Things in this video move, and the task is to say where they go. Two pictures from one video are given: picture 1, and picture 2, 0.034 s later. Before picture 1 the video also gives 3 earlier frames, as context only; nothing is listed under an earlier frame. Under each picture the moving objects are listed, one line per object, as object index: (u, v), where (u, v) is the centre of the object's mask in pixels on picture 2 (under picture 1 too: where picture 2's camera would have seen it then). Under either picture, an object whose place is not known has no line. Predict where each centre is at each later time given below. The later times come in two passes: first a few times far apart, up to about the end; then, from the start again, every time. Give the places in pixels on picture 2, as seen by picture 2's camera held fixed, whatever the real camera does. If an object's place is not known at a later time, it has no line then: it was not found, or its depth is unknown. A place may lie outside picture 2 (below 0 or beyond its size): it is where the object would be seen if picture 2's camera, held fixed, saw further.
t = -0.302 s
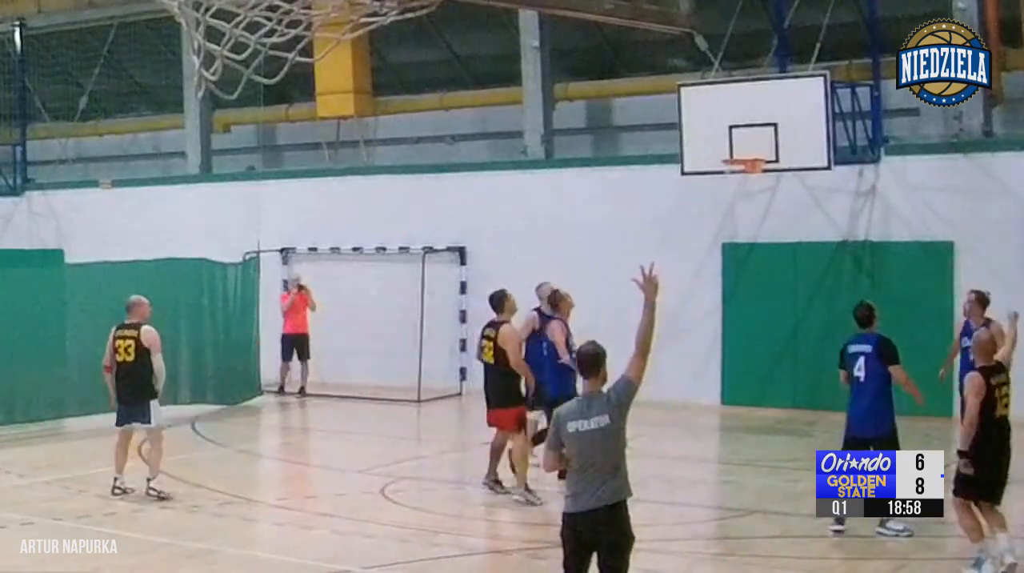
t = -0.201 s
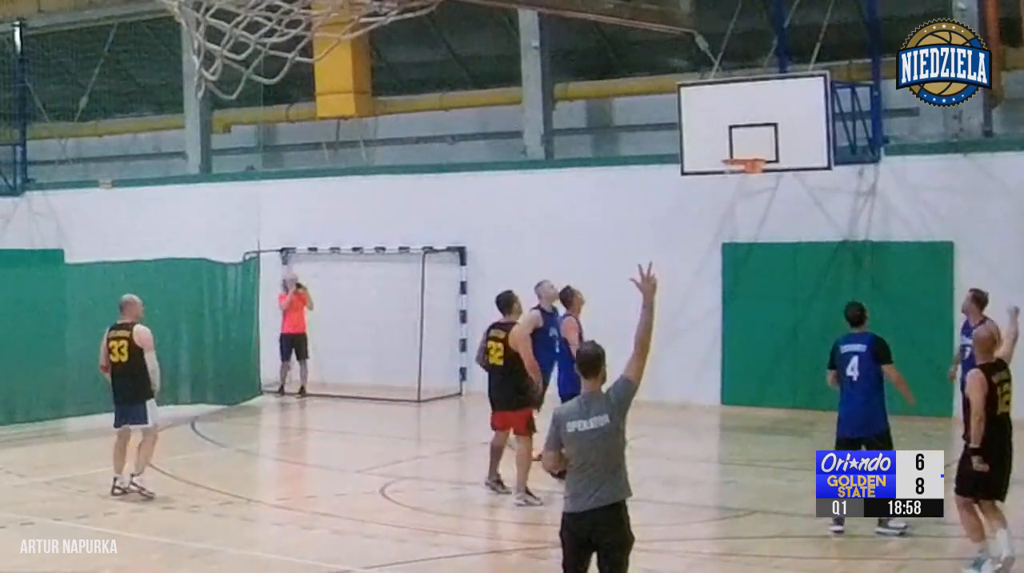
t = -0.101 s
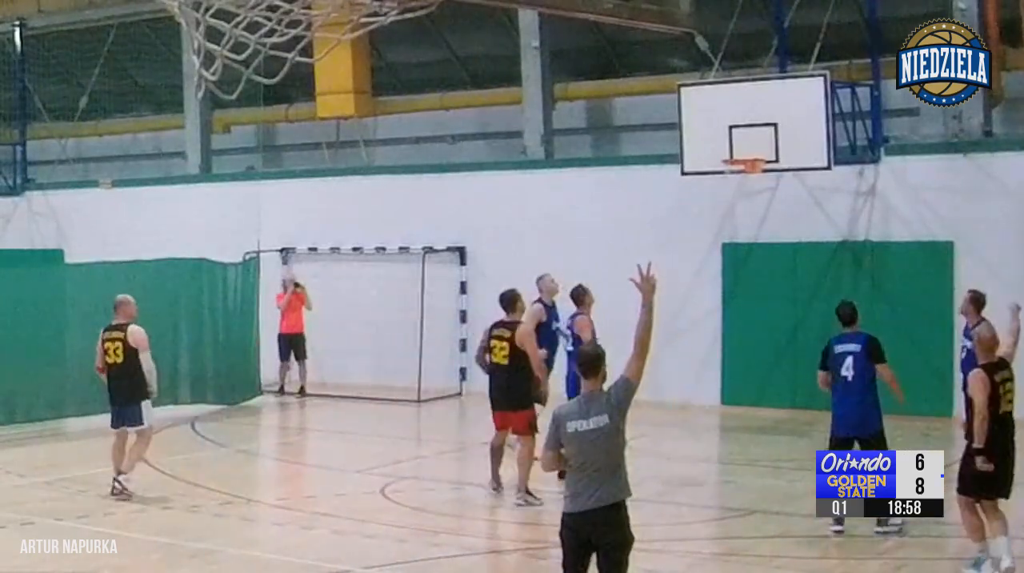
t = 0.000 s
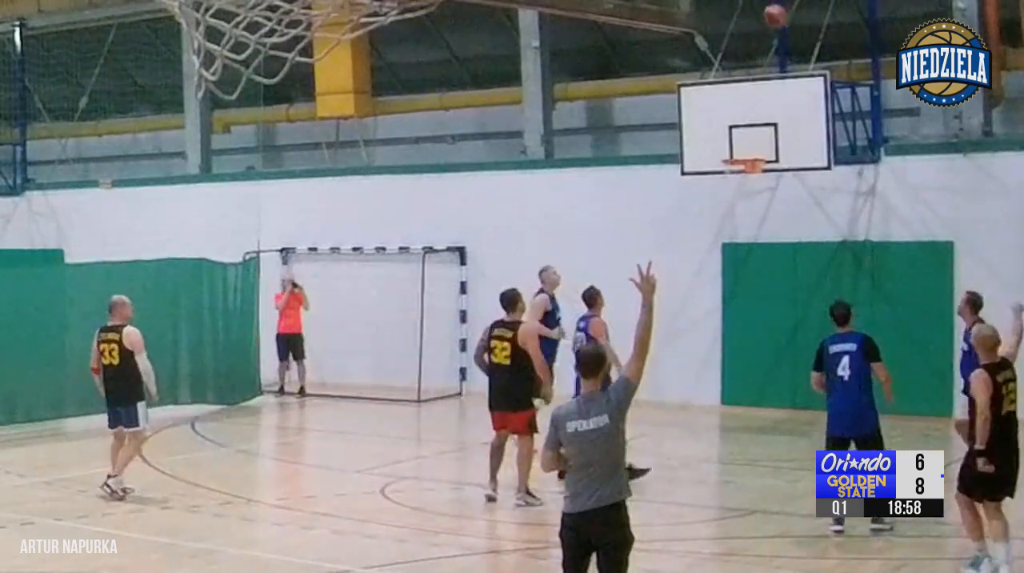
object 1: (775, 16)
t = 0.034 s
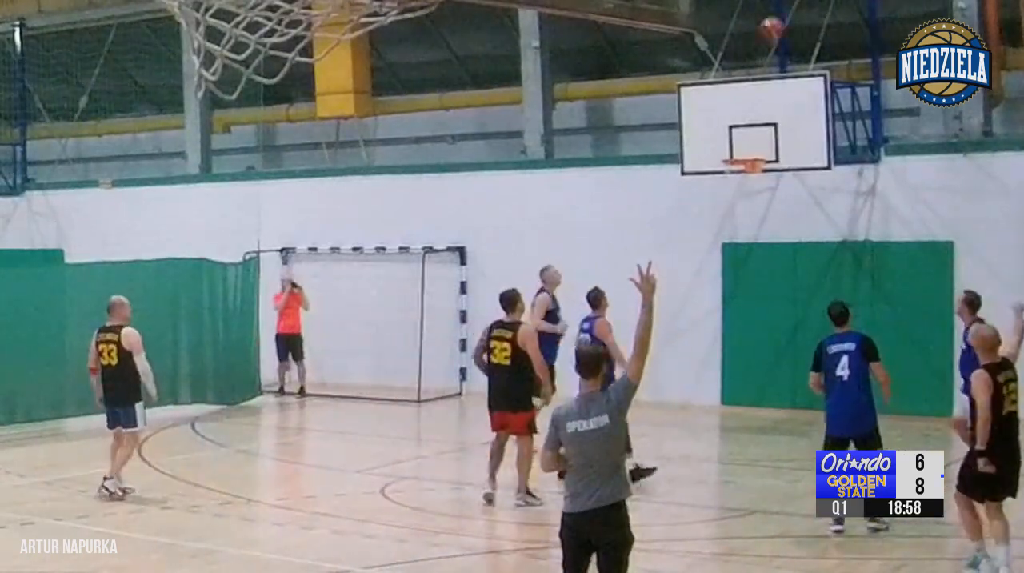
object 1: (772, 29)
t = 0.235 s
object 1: (755, 122)
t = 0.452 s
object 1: (740, 191)
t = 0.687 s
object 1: (724, 252)
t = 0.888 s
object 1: (711, 337)
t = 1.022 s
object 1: (701, 412)
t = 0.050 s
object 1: (770, 36)
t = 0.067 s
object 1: (768, 42)
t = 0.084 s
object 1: (767, 50)
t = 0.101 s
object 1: (766, 56)
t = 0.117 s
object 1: (766, 63)
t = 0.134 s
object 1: (764, 71)
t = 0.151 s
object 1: (762, 79)
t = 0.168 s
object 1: (760, 88)
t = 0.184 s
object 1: (758, 97)
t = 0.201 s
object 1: (757, 105)
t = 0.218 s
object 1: (756, 114)
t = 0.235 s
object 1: (755, 122)
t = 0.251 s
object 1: (754, 132)
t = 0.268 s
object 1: (752, 141)
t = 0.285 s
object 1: (751, 149)
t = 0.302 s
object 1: (749, 154)
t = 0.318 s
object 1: (749, 169)
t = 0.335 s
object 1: (747, 177)
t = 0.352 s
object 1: (746, 180)
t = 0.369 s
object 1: (745, 180)
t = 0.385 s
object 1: (744, 183)
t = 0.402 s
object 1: (743, 185)
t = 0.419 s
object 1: (742, 187)
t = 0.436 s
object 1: (741, 189)
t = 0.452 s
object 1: (740, 191)
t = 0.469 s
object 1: (739, 194)
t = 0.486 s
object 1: (738, 197)
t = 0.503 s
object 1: (737, 200)
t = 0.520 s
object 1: (735, 203)
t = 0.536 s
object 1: (734, 207)
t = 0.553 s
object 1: (733, 212)
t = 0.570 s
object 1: (732, 216)
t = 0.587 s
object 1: (731, 219)
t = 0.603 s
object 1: (730, 225)
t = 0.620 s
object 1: (729, 229)
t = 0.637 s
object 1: (728, 234)
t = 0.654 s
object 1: (727, 240)
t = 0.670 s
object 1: (725, 245)
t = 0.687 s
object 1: (724, 252)
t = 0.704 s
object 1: (723, 256)
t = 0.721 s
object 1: (722, 265)
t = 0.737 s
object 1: (720, 271)
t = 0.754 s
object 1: (719, 277)
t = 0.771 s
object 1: (719, 284)
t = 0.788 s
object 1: (718, 291)
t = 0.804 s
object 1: (716, 298)
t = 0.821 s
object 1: (715, 306)
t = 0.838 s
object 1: (714, 313)
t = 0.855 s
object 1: (713, 322)
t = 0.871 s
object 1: (712, 330)
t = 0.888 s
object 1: (711, 337)
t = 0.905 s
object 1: (710, 347)
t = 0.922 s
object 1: (709, 355)
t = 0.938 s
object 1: (708, 364)
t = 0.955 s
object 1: (707, 373)
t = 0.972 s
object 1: (705, 382)
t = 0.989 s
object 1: (704, 392)
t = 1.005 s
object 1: (703, 402)
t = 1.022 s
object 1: (701, 412)
